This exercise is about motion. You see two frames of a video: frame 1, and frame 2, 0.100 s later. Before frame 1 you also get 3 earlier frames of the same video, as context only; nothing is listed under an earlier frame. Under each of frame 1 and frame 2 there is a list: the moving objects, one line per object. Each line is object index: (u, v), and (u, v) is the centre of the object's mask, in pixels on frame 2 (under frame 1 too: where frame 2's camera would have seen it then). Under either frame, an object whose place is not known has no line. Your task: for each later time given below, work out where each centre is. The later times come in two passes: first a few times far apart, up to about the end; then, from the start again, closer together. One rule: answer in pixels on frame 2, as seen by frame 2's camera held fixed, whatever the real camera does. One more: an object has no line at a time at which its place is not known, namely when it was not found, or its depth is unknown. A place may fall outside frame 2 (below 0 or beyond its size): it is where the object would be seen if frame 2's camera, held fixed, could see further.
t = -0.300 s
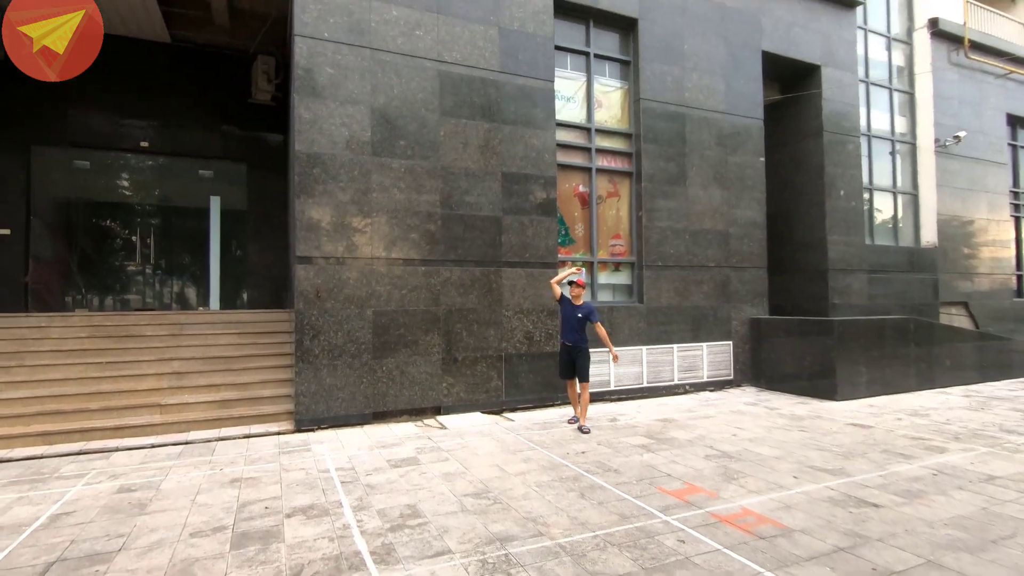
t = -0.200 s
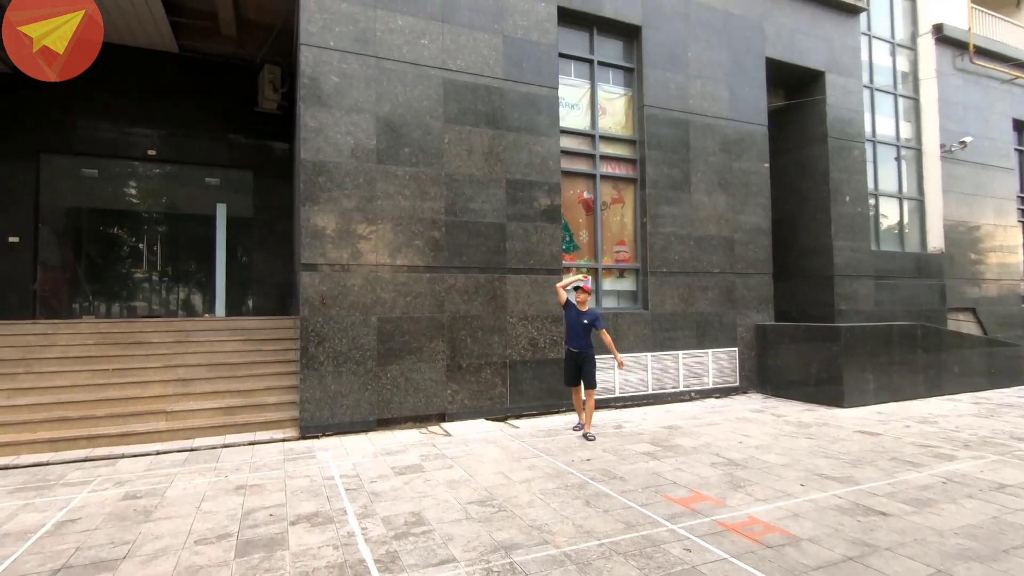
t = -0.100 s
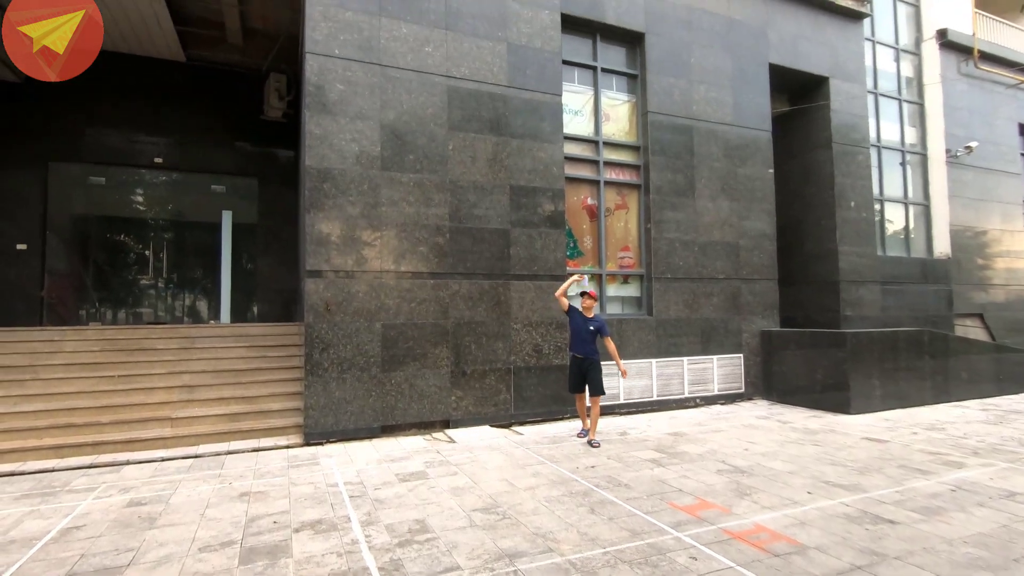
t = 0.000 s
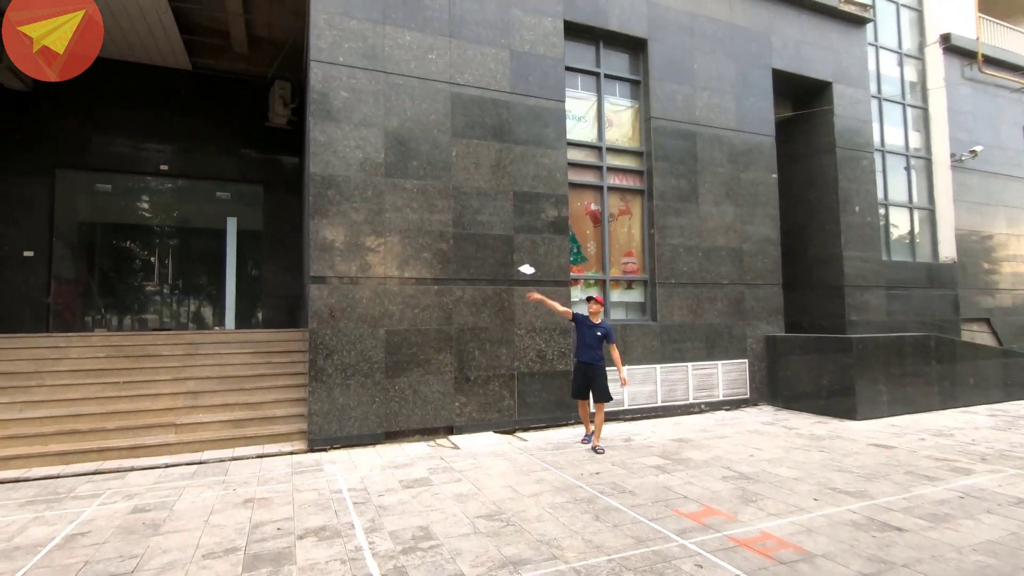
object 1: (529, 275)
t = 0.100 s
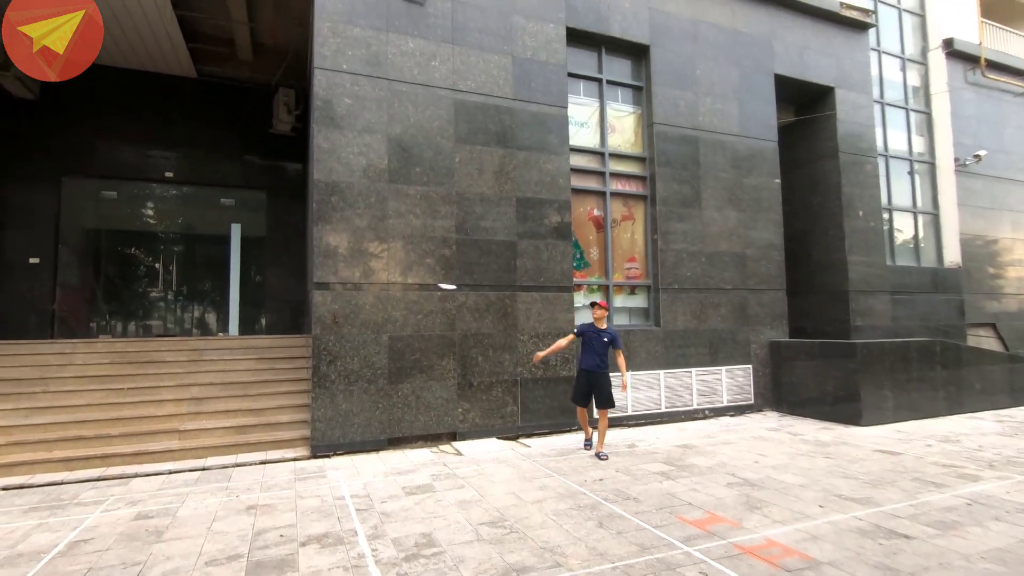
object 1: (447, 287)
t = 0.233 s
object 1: (349, 236)
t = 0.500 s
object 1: (308, 65)
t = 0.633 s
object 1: (338, 8)
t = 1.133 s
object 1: (530, 39)
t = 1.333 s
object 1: (610, 139)
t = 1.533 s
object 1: (653, 231)
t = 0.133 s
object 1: (418, 282)
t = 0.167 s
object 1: (392, 272)
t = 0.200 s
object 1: (369, 255)
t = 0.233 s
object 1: (349, 236)
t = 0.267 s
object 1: (331, 214)
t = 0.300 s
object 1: (319, 193)
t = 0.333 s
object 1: (311, 169)
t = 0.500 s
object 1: (308, 65)
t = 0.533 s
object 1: (314, 48)
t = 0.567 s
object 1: (320, 33)
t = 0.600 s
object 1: (328, 20)
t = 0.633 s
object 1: (338, 8)
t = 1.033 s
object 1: (487, 5)
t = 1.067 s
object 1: (501, 14)
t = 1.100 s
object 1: (515, 26)
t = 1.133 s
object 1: (530, 39)
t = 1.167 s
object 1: (544, 54)
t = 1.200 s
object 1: (559, 70)
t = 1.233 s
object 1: (573, 87)
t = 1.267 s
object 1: (587, 104)
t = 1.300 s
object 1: (600, 122)
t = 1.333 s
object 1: (610, 139)
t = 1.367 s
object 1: (620, 156)
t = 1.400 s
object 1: (630, 173)
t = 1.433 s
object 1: (637, 189)
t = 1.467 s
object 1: (644, 204)
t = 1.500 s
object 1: (649, 218)
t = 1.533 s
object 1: (653, 231)
